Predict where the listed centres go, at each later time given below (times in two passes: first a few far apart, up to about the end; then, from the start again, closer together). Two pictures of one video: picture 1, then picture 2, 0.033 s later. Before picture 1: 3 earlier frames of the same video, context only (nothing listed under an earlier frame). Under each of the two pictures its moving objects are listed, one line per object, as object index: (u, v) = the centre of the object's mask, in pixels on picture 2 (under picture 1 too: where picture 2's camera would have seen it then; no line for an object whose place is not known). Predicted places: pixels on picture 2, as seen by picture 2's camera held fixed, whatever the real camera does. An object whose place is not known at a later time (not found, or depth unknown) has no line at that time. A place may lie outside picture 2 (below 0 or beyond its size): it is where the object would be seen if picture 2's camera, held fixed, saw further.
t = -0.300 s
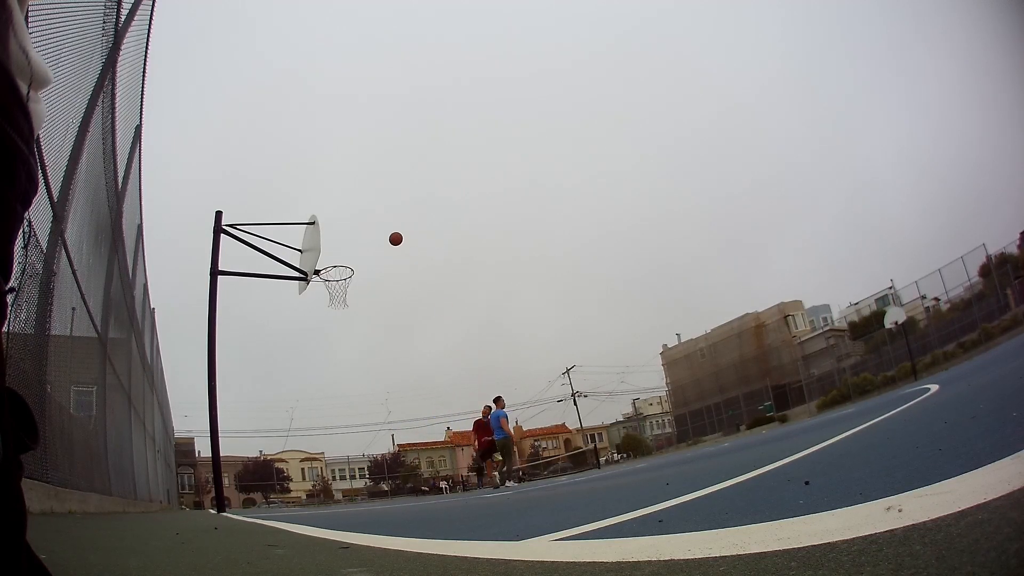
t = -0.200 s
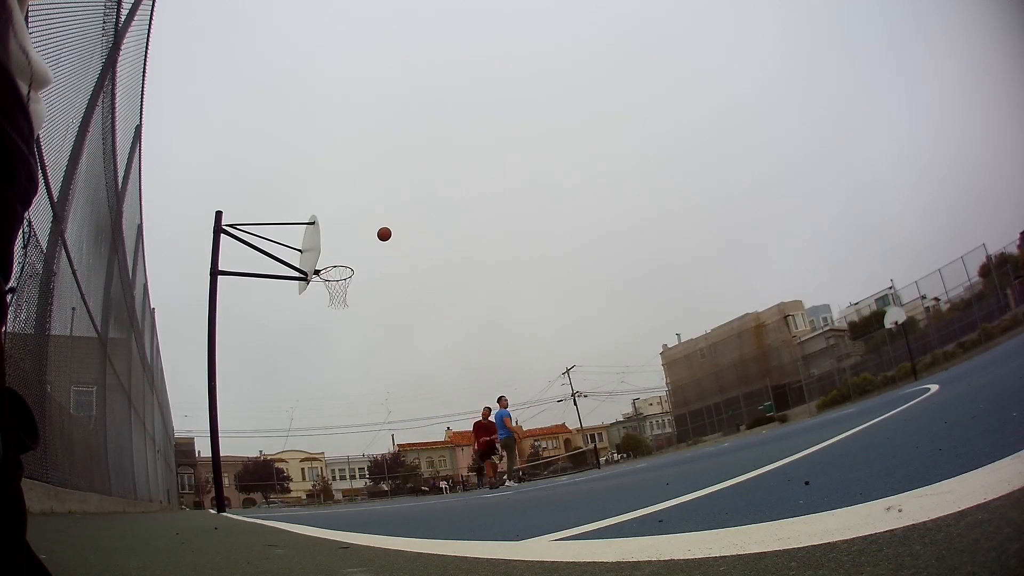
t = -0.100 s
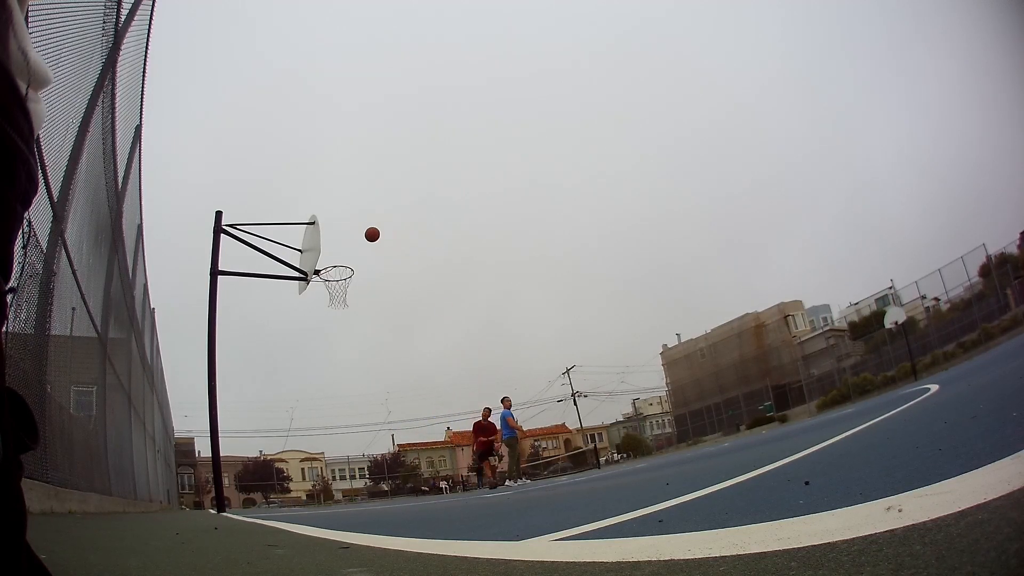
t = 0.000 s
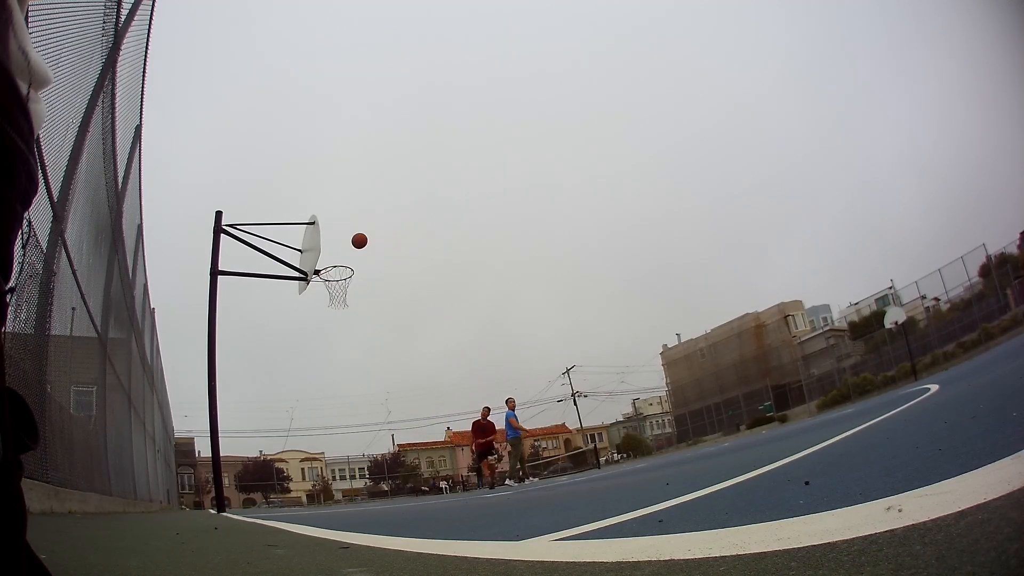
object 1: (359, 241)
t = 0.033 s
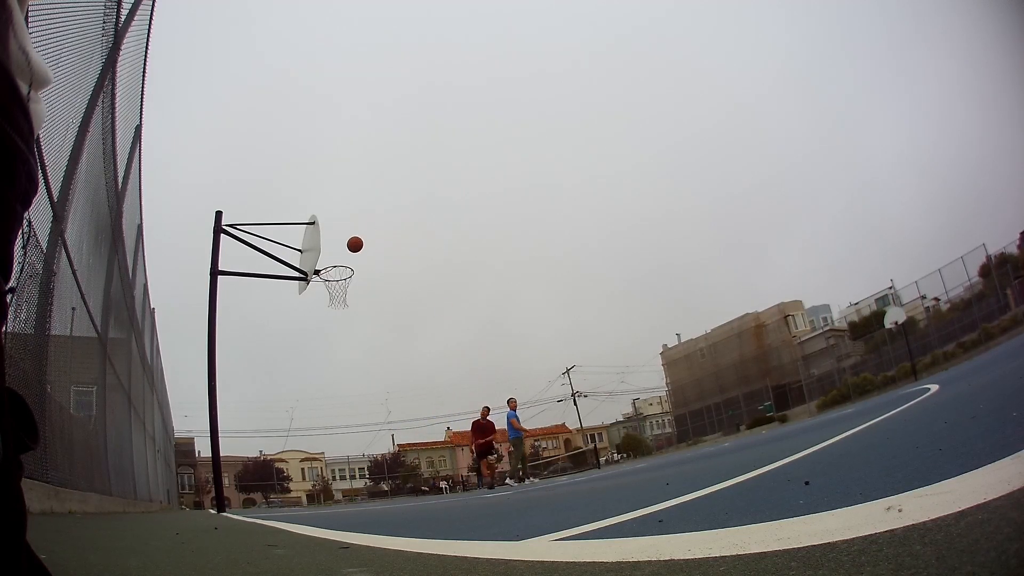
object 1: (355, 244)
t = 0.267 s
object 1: (335, 296)
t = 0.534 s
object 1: (344, 328)
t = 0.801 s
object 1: (359, 409)
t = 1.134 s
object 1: (374, 449)
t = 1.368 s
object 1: (377, 396)
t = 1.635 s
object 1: (386, 382)
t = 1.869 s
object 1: (399, 409)
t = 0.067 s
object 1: (350, 249)
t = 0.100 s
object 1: (345, 254)
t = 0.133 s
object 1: (340, 261)
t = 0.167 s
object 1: (335, 268)
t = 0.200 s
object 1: (334, 277)
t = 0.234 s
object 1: (334, 288)
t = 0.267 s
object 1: (335, 296)
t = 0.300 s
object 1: (336, 299)
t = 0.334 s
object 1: (337, 301)
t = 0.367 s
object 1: (338, 304)
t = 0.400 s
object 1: (339, 307)
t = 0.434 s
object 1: (340, 311)
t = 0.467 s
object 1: (342, 316)
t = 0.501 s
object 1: (343, 322)
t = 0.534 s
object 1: (344, 328)
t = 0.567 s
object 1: (346, 336)
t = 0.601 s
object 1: (347, 344)
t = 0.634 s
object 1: (349, 352)
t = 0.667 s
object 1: (351, 362)
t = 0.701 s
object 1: (353, 373)
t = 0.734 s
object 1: (355, 384)
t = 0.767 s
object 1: (357, 396)
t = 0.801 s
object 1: (359, 409)
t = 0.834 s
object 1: (361, 422)
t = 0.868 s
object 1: (364, 437)
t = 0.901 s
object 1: (366, 452)
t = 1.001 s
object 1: (375, 496)
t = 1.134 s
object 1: (374, 449)
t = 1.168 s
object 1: (374, 439)
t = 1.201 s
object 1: (374, 430)
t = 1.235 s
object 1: (375, 422)
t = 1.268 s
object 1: (375, 414)
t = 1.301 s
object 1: (376, 408)
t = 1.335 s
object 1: (376, 402)
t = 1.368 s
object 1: (377, 396)
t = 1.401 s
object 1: (378, 392)
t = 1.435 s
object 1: (379, 388)
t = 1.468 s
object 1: (380, 385)
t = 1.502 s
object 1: (381, 383)
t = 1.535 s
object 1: (382, 381)
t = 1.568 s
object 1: (383, 381)
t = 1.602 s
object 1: (384, 381)
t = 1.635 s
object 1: (386, 382)
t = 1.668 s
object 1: (388, 383)
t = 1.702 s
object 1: (389, 385)
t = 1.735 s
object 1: (391, 388)
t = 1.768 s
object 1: (393, 392)
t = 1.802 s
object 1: (394, 397)
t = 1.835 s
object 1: (397, 402)
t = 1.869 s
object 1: (399, 409)
